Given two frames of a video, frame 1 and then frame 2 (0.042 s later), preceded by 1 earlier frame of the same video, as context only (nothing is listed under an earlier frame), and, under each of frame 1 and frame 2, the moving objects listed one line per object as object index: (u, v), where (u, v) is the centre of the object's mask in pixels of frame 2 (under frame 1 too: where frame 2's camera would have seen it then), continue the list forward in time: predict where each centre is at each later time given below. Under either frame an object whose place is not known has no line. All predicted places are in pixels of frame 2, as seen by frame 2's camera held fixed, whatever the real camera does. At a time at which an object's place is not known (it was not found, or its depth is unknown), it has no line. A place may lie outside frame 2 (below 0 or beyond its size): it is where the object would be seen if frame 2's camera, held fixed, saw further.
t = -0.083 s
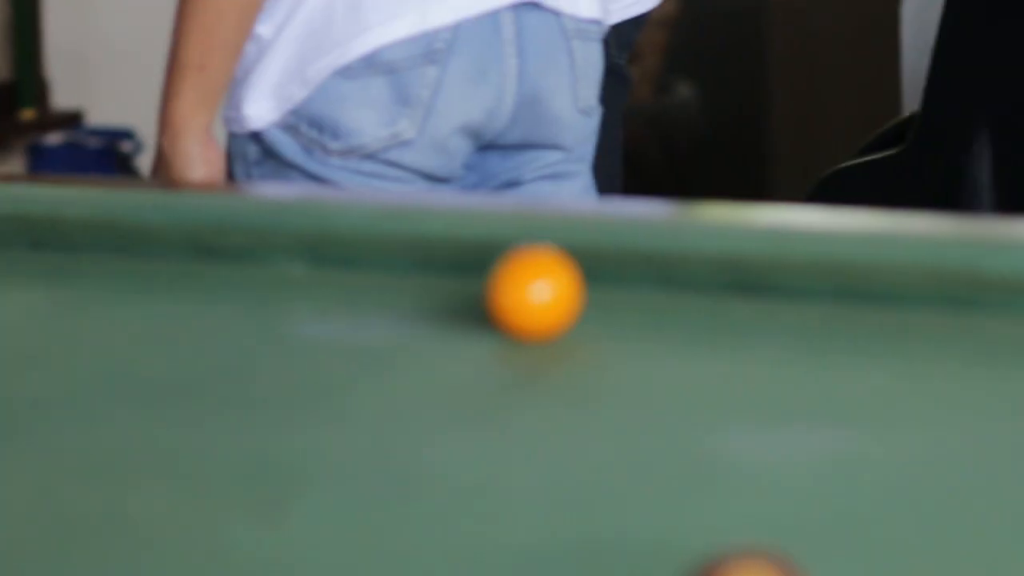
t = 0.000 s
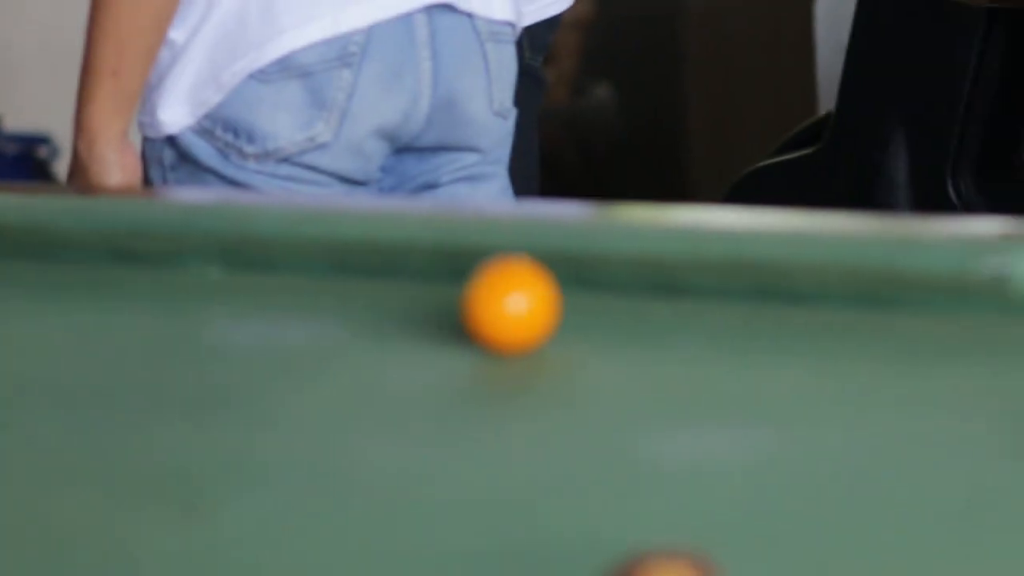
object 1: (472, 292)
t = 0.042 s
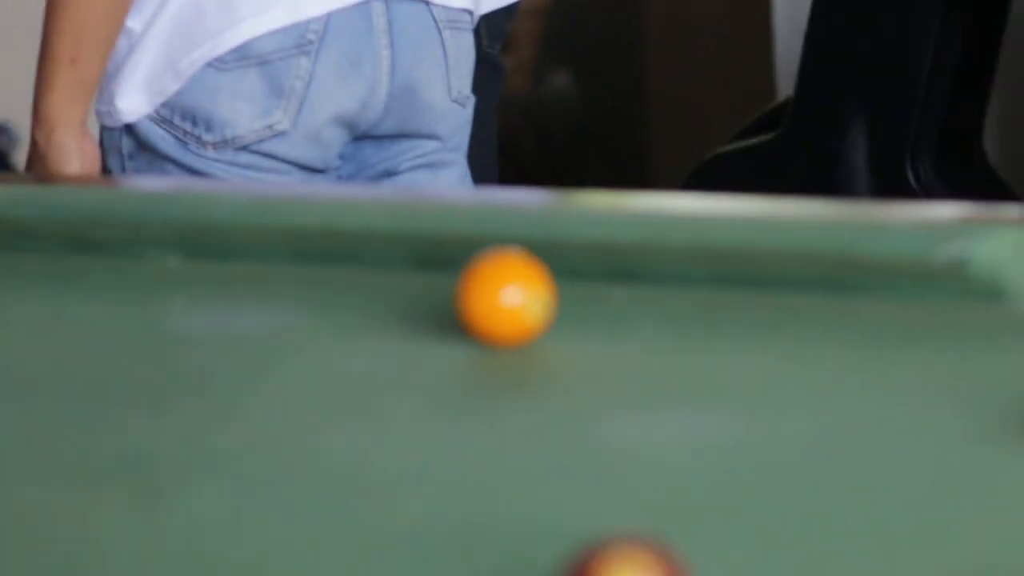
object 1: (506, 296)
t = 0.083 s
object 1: (528, 300)
